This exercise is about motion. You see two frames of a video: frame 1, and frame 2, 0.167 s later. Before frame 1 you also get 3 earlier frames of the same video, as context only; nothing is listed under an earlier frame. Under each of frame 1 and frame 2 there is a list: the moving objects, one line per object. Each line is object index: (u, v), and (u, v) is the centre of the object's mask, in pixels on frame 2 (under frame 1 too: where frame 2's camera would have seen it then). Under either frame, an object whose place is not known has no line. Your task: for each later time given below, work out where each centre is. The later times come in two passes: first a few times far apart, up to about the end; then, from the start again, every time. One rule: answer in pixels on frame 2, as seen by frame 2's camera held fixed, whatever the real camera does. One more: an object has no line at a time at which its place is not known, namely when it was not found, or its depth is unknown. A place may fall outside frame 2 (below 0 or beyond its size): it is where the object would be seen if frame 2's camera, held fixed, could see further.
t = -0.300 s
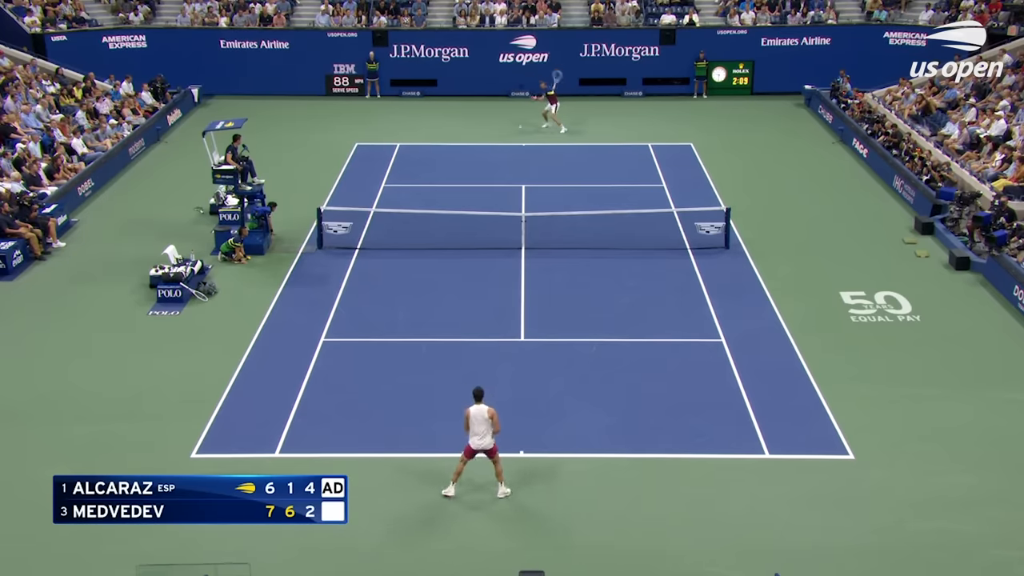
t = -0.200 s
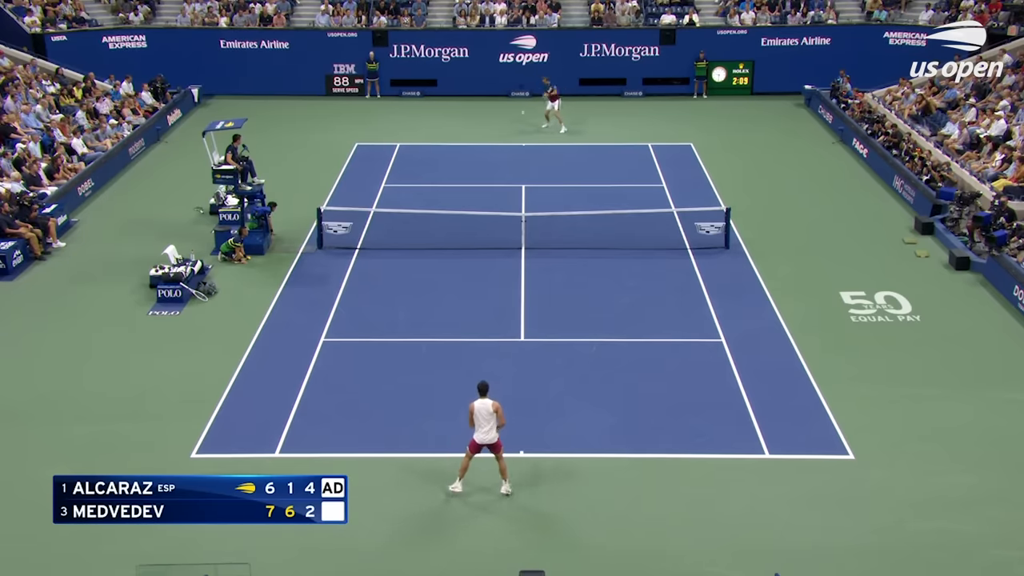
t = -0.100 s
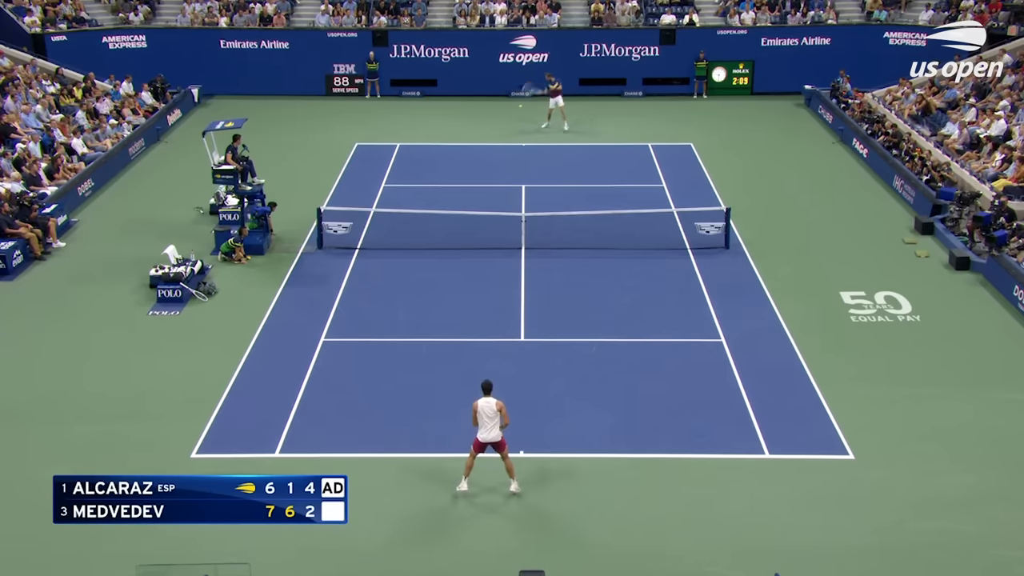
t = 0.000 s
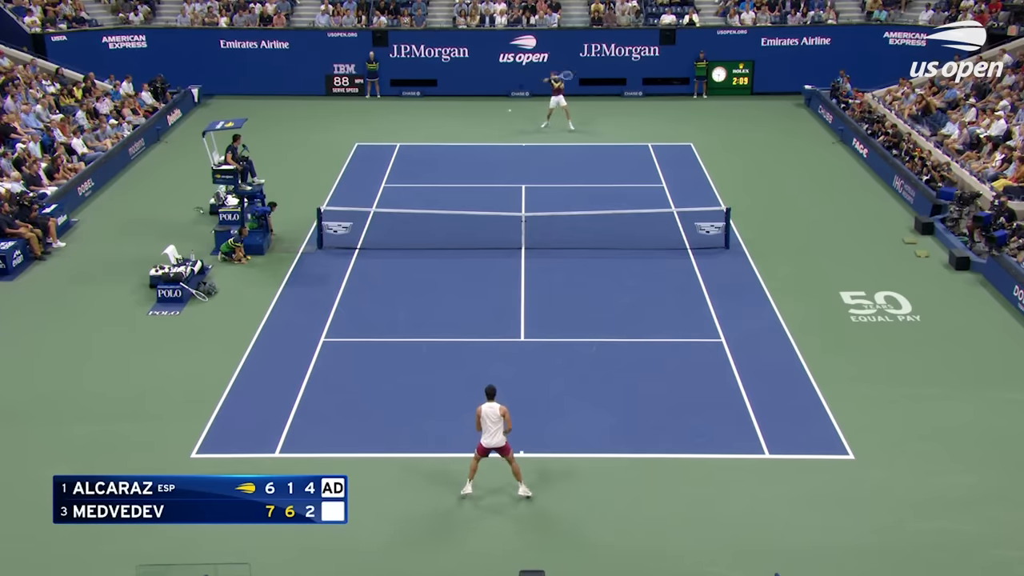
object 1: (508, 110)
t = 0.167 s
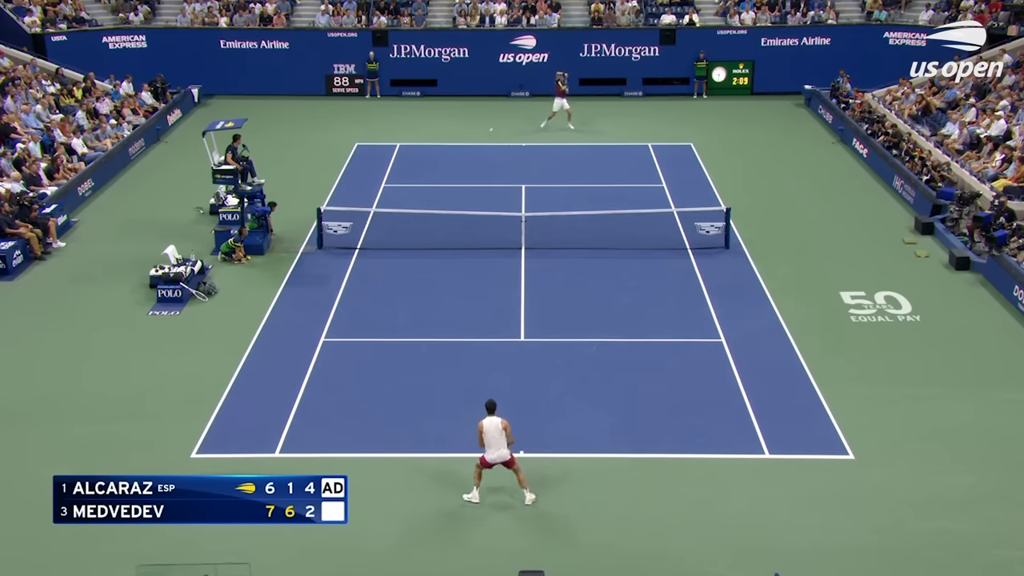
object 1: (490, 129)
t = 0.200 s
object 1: (487, 134)
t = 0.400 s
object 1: (464, 182)
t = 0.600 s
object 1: (441, 264)
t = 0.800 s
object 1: (415, 379)
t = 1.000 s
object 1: (392, 400)
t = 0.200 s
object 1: (487, 134)
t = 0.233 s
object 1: (482, 140)
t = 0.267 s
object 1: (480, 148)
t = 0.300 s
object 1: (476, 156)
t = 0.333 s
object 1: (471, 164)
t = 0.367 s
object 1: (467, 173)
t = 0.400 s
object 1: (464, 182)
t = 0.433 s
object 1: (460, 195)
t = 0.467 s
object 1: (456, 207)
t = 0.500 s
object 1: (452, 219)
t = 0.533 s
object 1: (449, 233)
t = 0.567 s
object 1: (445, 248)
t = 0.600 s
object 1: (441, 264)
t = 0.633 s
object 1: (437, 280)
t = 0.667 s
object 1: (433, 299)
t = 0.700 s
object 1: (428, 317)
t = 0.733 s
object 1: (424, 336)
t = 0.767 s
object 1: (420, 358)
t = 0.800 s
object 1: (415, 379)
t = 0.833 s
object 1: (411, 399)
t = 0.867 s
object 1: (408, 398)
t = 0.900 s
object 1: (404, 398)
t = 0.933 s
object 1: (400, 398)
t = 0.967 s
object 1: (396, 399)
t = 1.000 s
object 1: (392, 400)
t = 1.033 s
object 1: (388, 403)
